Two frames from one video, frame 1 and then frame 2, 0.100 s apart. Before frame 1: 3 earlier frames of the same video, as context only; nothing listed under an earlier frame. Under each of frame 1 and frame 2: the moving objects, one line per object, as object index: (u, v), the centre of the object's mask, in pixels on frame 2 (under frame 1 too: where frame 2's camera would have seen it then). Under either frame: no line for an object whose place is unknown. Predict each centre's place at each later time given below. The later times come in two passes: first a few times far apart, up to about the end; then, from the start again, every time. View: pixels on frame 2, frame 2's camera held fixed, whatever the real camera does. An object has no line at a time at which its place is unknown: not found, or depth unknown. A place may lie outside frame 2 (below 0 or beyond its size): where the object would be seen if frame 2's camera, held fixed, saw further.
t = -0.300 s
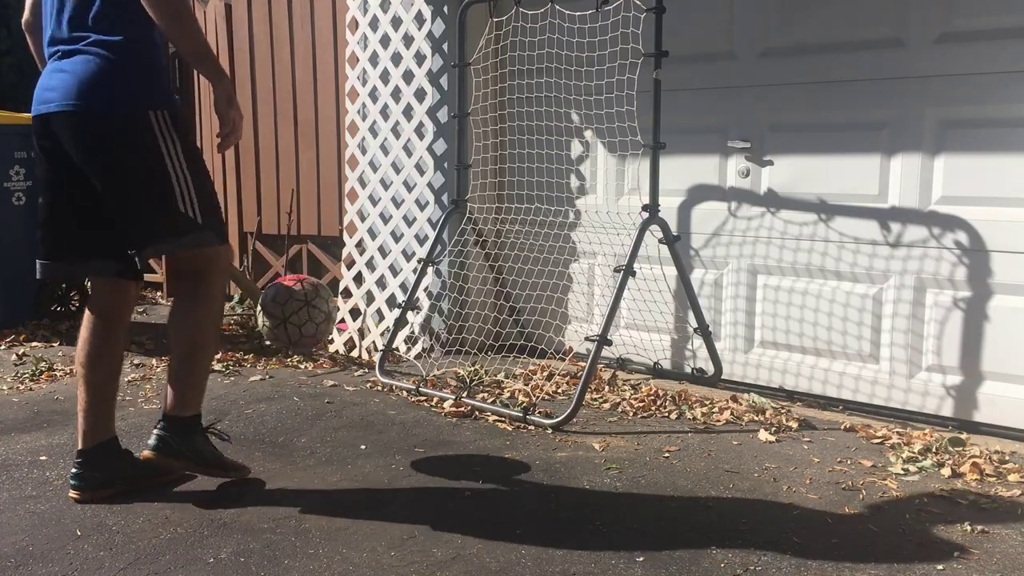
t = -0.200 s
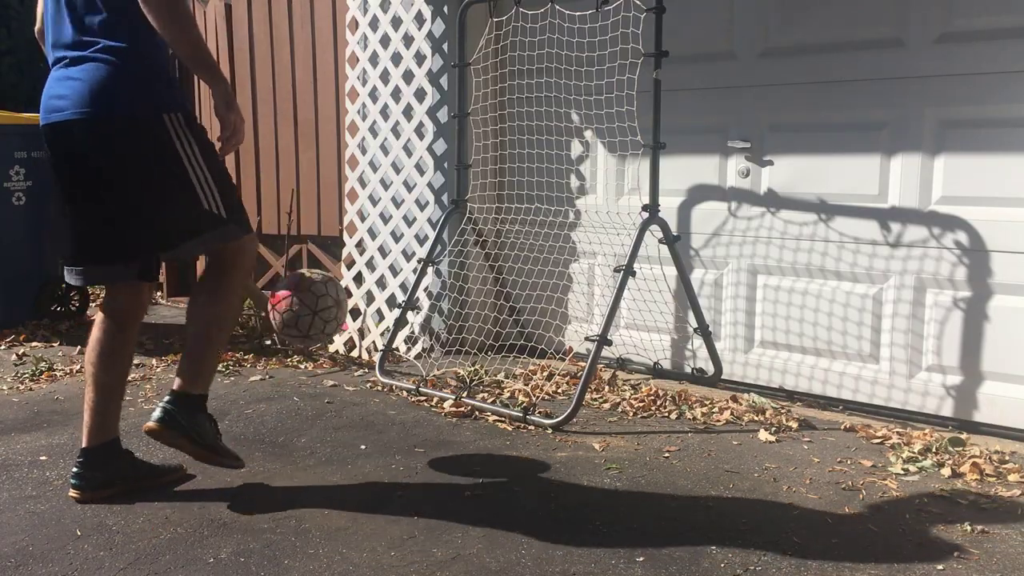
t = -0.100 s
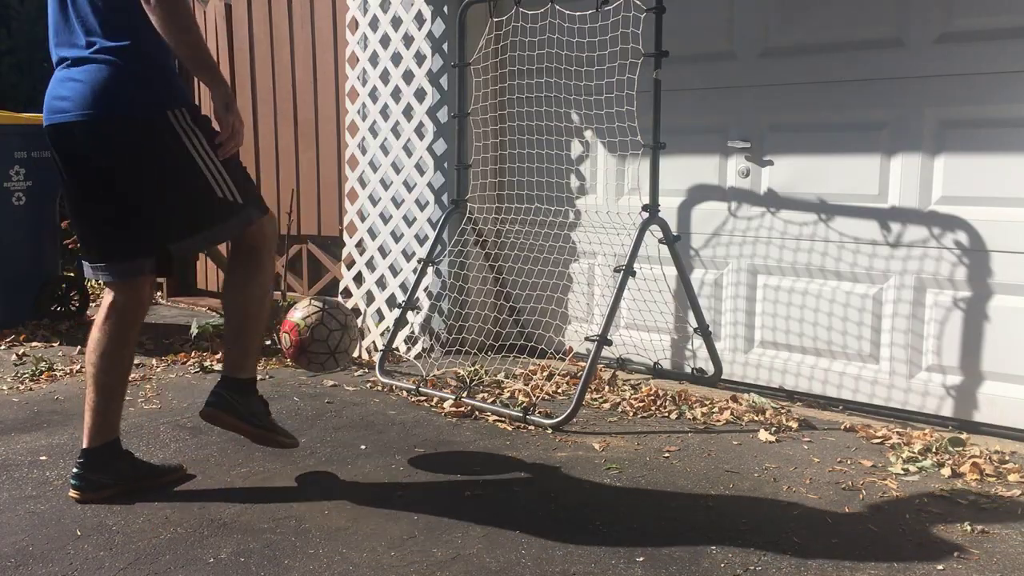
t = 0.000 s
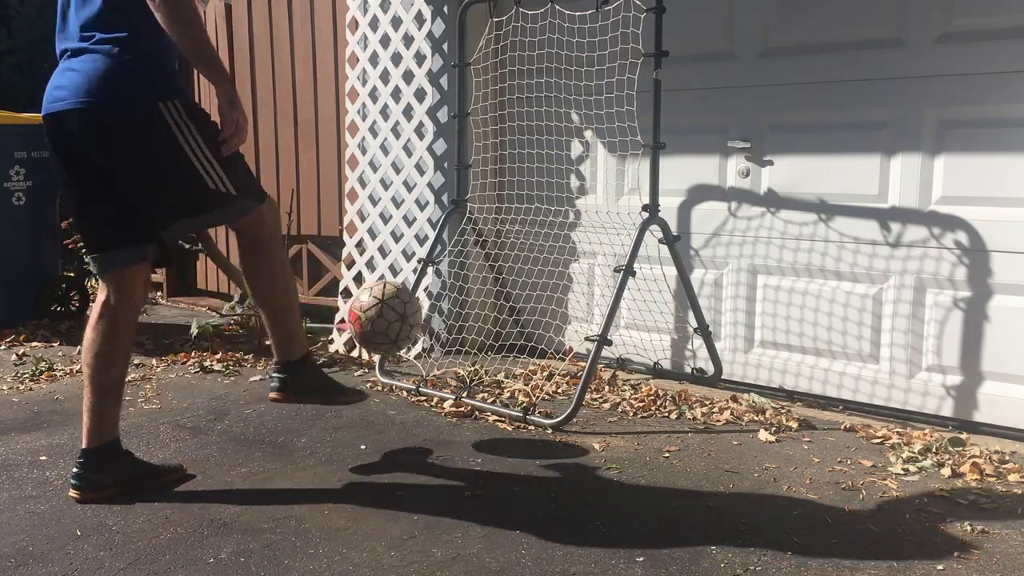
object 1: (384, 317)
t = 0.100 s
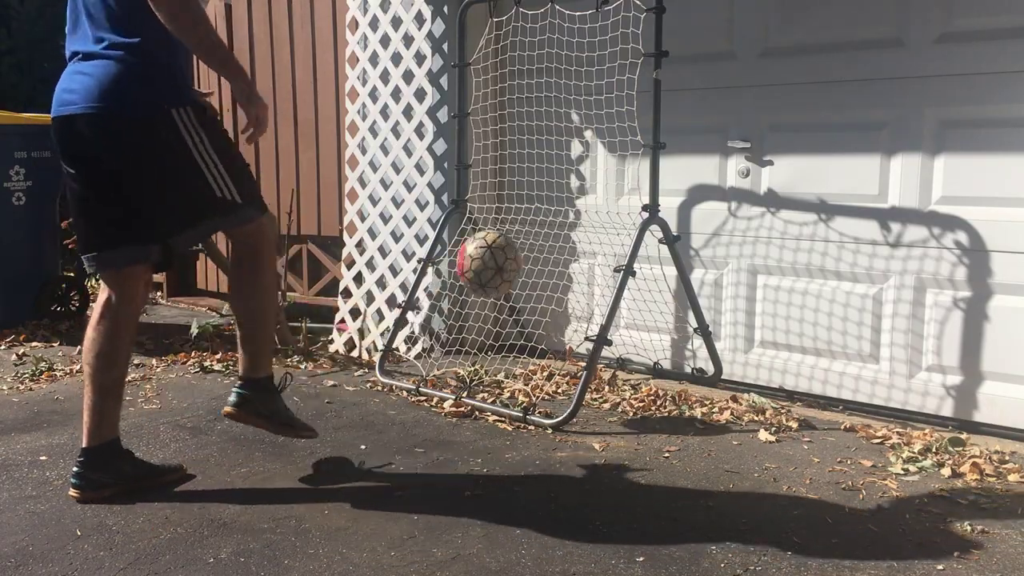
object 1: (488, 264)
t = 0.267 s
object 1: (546, 217)
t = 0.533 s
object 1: (409, 214)
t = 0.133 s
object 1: (519, 254)
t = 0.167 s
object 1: (549, 248)
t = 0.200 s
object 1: (567, 244)
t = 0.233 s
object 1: (560, 231)
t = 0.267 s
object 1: (546, 217)
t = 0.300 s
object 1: (531, 206)
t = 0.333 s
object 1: (515, 197)
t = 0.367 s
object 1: (499, 191)
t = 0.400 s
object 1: (481, 188)
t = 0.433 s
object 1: (465, 189)
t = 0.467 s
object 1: (447, 193)
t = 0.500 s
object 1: (428, 201)
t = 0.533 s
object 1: (409, 214)
